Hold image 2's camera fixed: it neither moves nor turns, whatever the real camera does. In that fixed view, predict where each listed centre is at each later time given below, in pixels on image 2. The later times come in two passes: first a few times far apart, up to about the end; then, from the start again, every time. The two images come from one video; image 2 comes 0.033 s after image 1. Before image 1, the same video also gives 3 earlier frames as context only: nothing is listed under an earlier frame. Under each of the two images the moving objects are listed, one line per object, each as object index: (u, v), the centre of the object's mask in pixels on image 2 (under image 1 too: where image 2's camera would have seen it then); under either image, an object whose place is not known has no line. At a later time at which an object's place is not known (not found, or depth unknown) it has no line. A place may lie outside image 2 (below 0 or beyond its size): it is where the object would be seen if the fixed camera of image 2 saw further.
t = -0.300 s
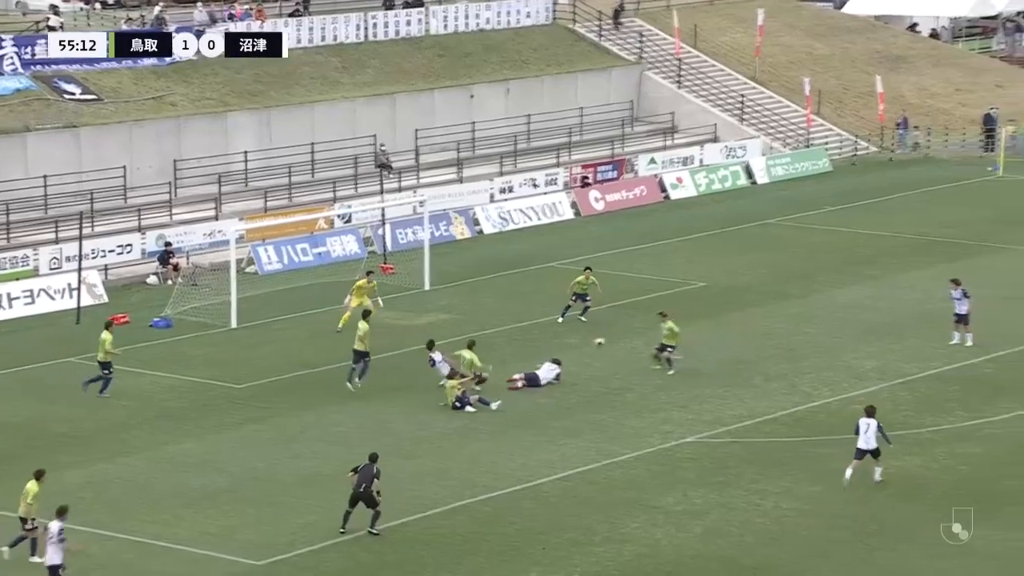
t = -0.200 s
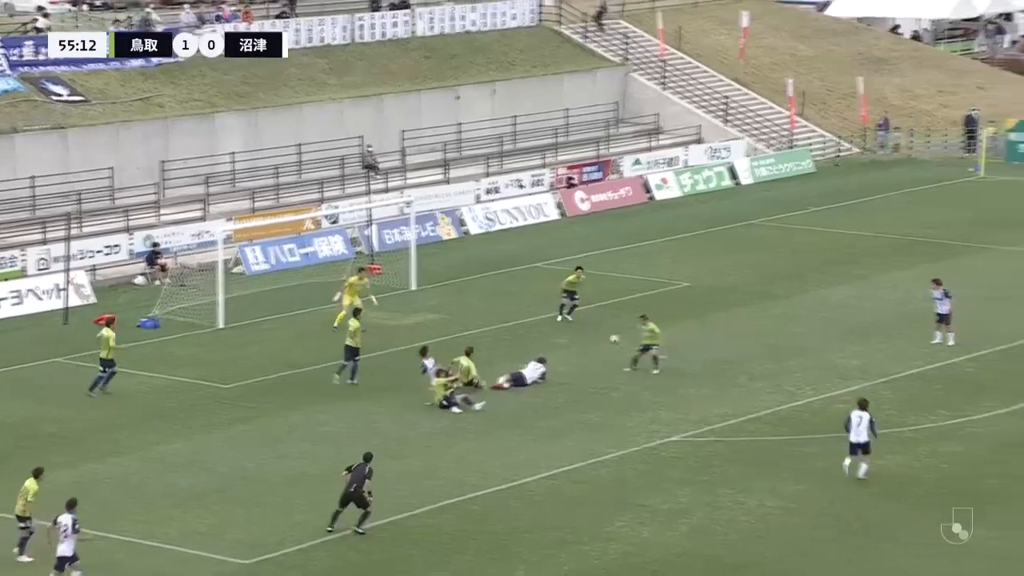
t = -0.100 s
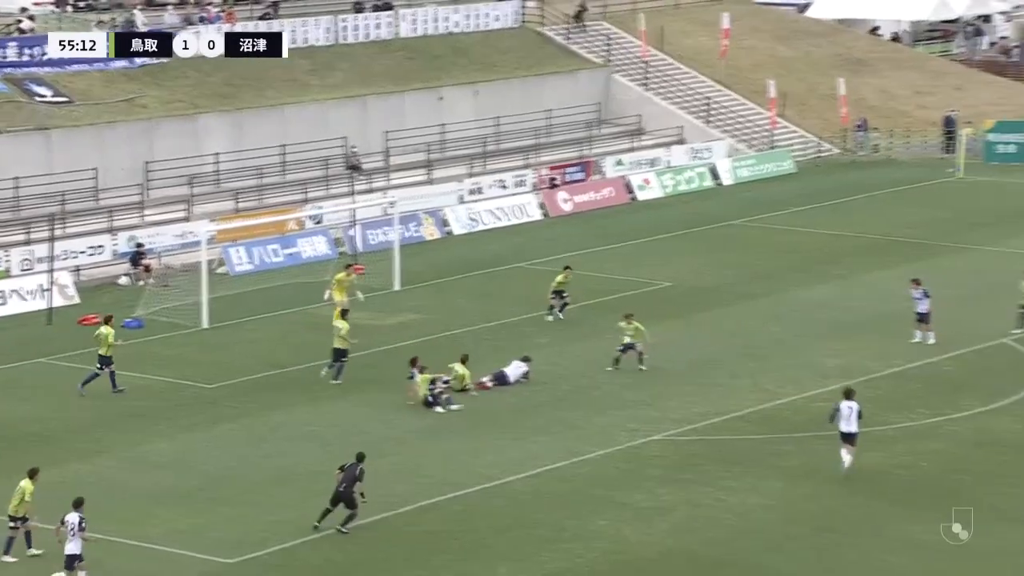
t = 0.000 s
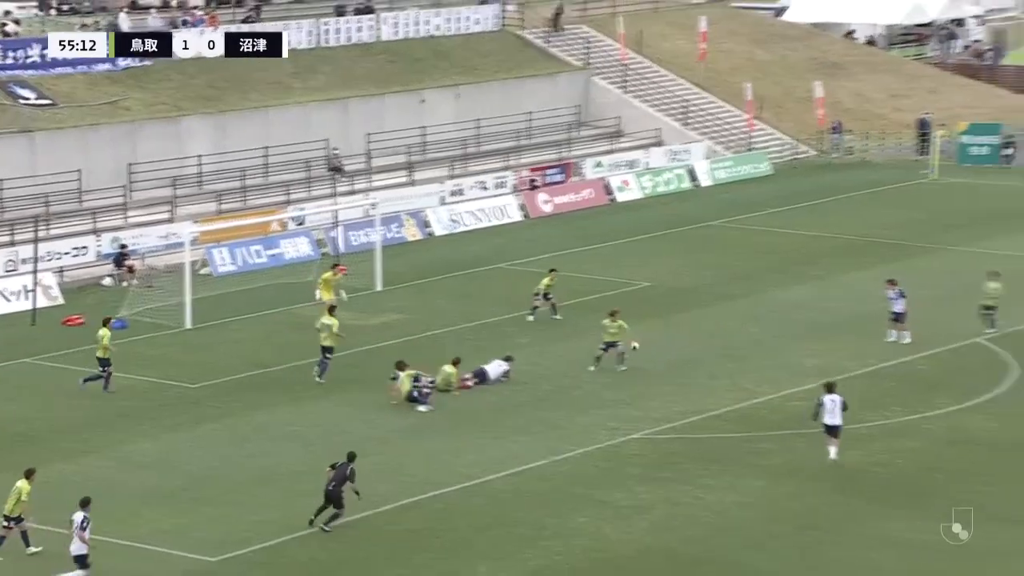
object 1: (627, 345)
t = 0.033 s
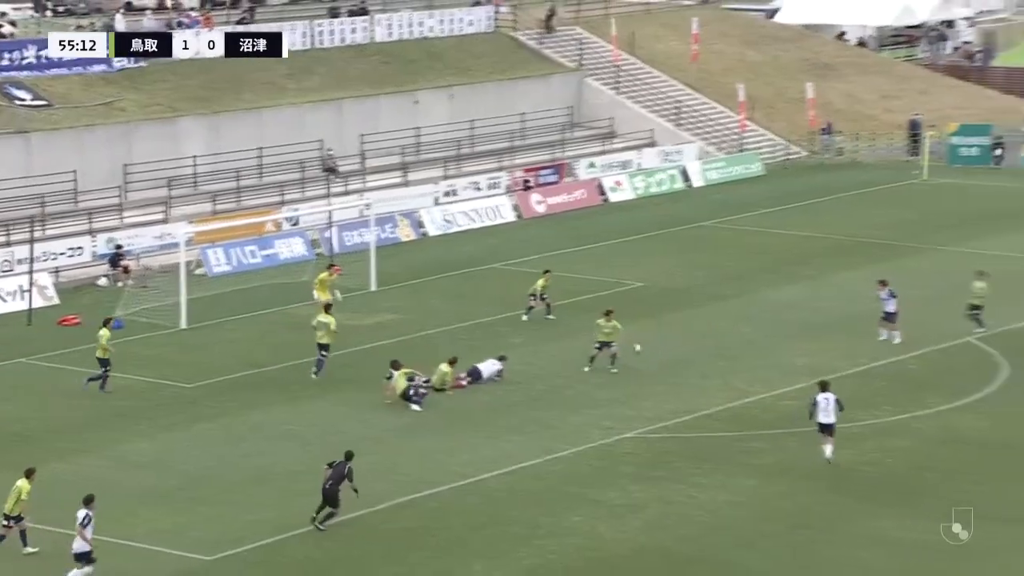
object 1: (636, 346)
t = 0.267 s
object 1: (697, 362)
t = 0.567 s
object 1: (764, 359)
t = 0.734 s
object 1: (798, 362)
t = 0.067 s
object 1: (646, 351)
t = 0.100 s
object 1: (654, 354)
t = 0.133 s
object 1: (664, 359)
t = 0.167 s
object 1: (674, 364)
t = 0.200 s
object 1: (682, 368)
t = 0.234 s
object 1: (690, 365)
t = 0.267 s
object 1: (697, 362)
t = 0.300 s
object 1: (705, 360)
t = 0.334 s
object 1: (712, 358)
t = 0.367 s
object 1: (720, 357)
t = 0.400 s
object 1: (727, 357)
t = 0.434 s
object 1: (734, 356)
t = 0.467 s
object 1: (742, 356)
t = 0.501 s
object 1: (749, 357)
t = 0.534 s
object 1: (756, 358)
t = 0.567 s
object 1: (764, 359)
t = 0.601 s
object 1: (770, 362)
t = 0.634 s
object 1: (777, 364)
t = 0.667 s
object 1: (785, 365)
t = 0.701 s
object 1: (791, 364)
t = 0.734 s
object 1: (798, 362)
